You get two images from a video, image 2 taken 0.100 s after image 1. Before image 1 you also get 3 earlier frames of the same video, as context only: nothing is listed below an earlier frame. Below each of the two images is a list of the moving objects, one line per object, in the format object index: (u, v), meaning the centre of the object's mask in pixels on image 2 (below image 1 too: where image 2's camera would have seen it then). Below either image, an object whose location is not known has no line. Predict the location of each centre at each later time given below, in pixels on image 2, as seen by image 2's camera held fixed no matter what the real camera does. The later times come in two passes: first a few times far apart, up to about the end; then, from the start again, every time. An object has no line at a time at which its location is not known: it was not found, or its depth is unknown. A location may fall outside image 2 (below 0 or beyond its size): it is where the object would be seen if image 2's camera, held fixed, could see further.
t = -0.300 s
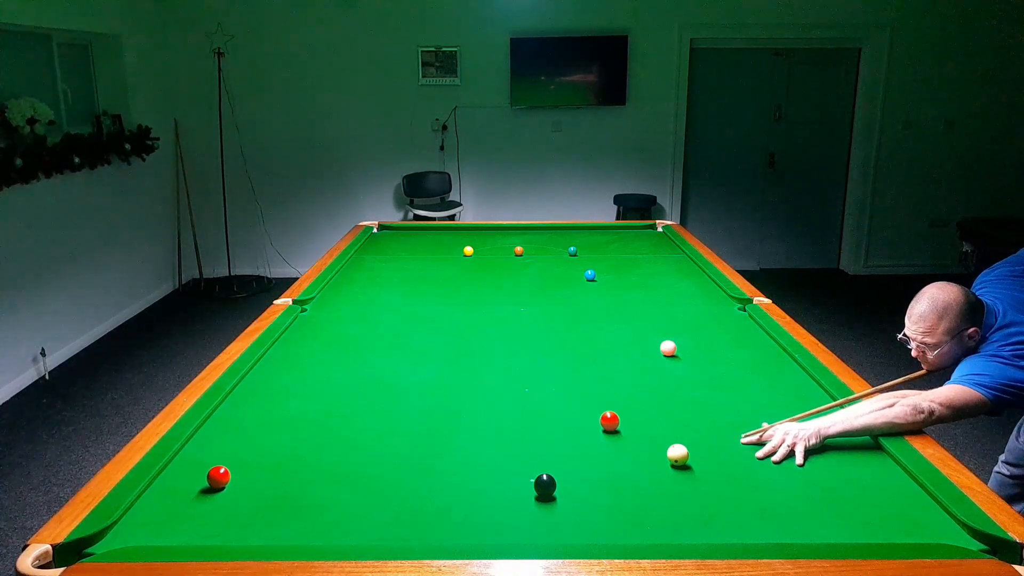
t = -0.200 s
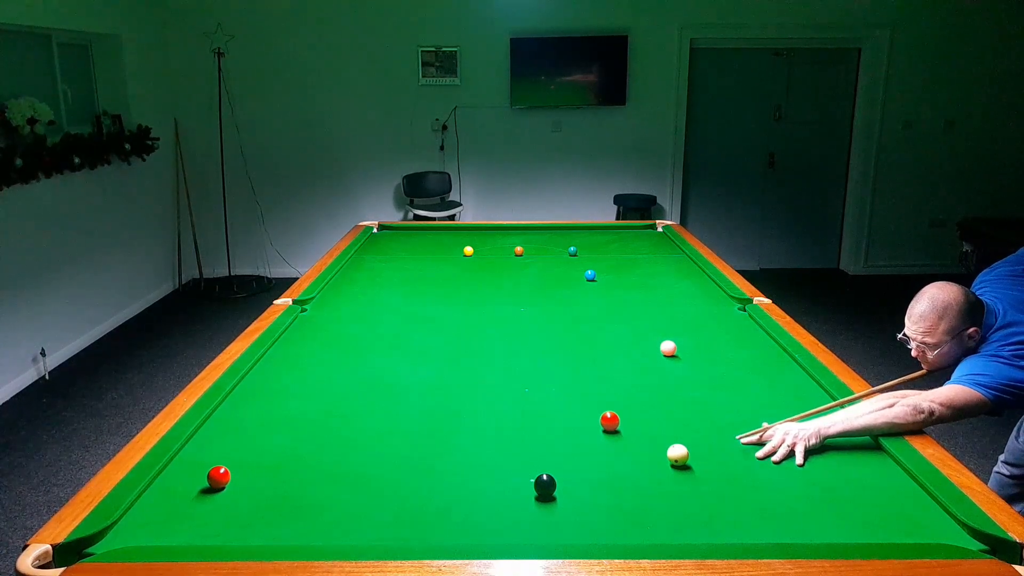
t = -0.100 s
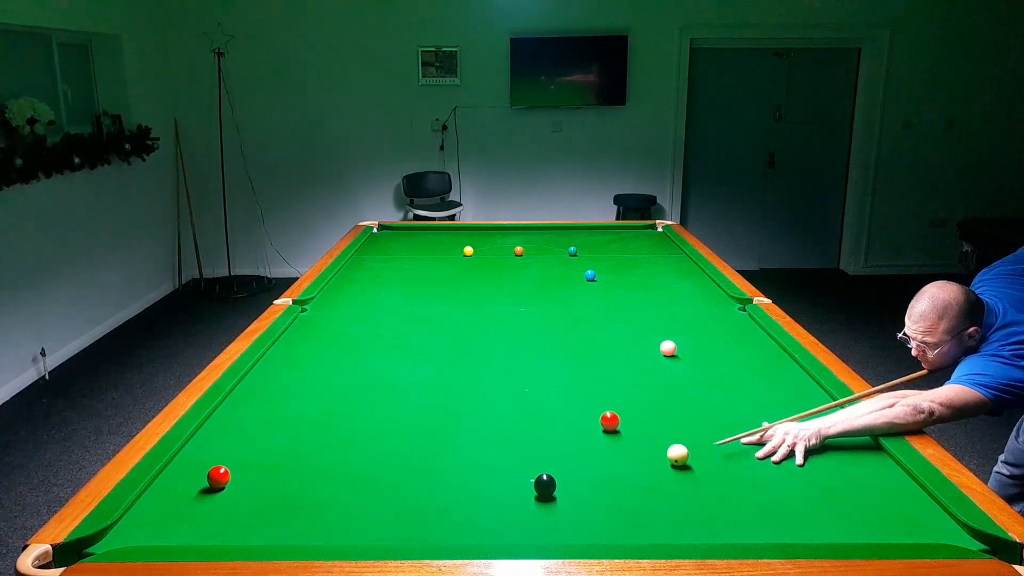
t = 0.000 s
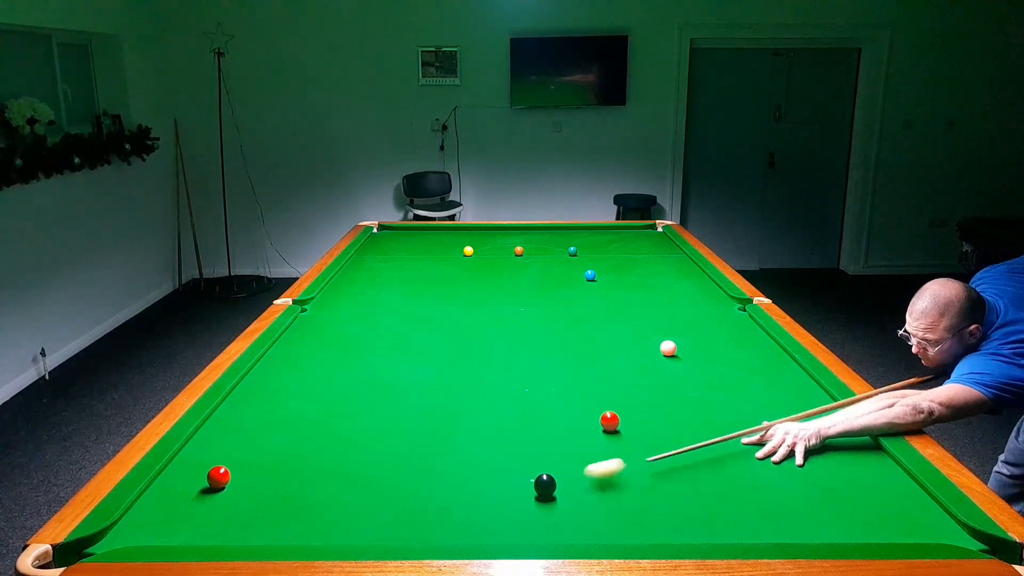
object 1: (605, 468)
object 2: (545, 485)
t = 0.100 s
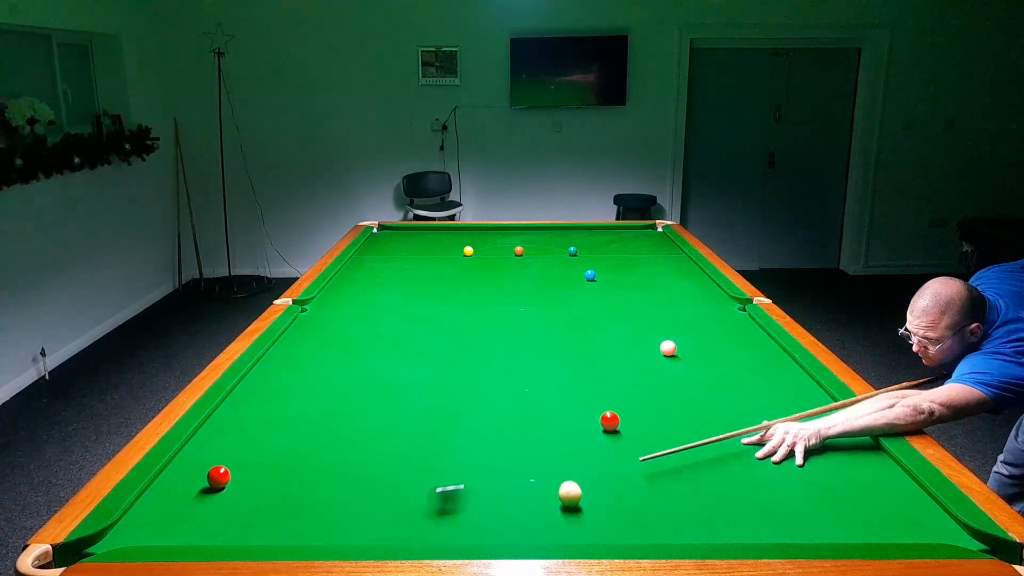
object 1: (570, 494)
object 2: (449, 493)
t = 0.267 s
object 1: (564, 525)
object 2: (218, 523)
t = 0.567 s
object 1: (555, 515)
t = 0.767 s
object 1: (551, 498)
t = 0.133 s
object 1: (570, 499)
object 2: (403, 499)
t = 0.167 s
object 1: (570, 506)
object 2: (357, 506)
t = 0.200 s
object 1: (569, 512)
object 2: (310, 512)
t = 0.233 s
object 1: (567, 519)
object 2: (264, 518)
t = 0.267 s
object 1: (564, 525)
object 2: (218, 523)
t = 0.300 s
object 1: (562, 531)
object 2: (171, 528)
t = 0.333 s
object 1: (559, 534)
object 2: (126, 534)
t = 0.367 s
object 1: (558, 534)
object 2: (101, 543)
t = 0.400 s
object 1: (558, 531)
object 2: (94, 549)
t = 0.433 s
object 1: (557, 528)
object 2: (85, 553)
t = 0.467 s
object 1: (557, 524)
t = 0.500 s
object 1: (556, 521)
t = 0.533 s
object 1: (555, 518)
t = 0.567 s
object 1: (555, 515)
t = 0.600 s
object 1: (554, 512)
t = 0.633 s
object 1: (554, 509)
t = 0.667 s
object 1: (553, 506)
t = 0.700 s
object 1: (553, 503)
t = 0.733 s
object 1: (552, 501)
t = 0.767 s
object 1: (551, 498)
